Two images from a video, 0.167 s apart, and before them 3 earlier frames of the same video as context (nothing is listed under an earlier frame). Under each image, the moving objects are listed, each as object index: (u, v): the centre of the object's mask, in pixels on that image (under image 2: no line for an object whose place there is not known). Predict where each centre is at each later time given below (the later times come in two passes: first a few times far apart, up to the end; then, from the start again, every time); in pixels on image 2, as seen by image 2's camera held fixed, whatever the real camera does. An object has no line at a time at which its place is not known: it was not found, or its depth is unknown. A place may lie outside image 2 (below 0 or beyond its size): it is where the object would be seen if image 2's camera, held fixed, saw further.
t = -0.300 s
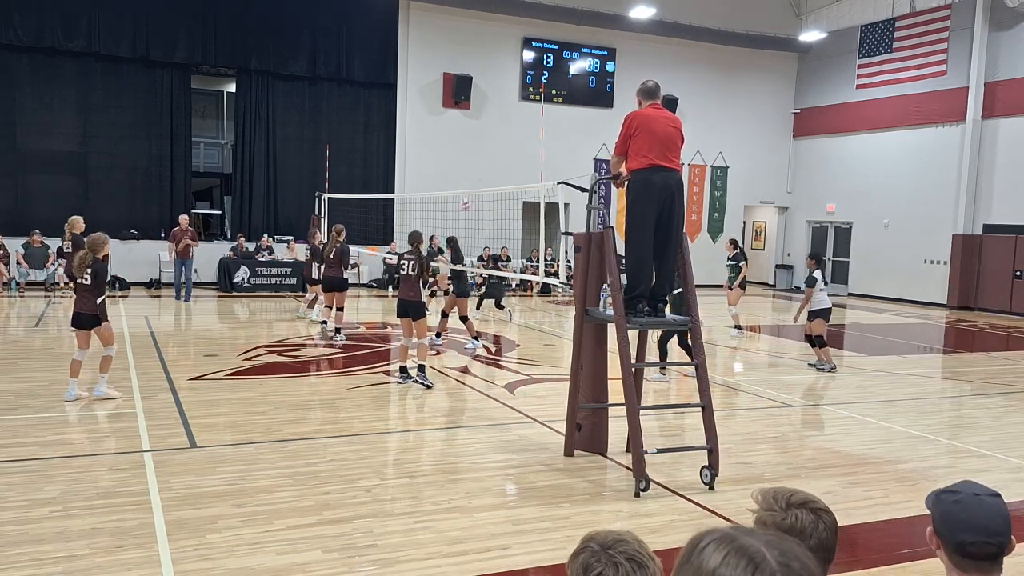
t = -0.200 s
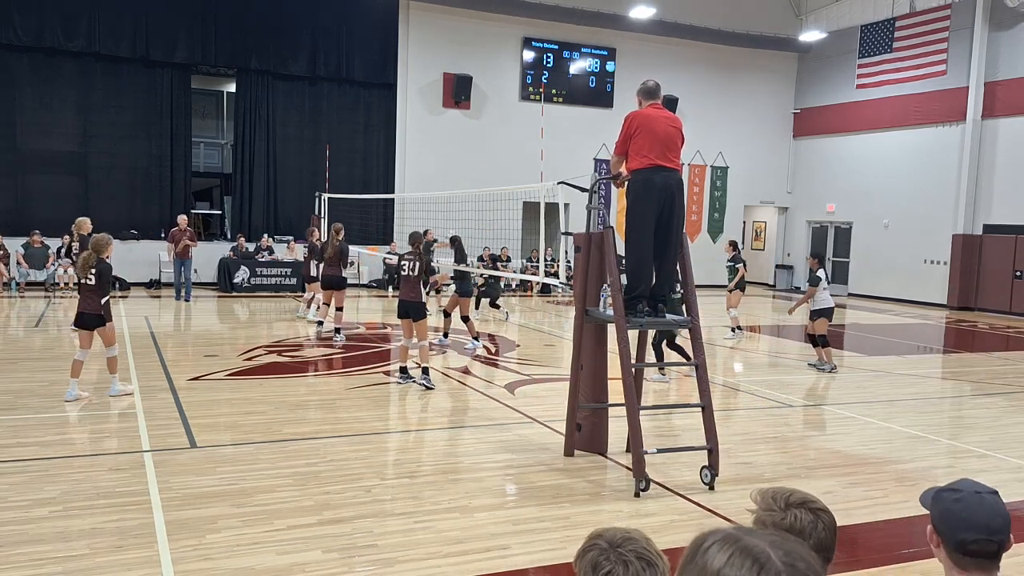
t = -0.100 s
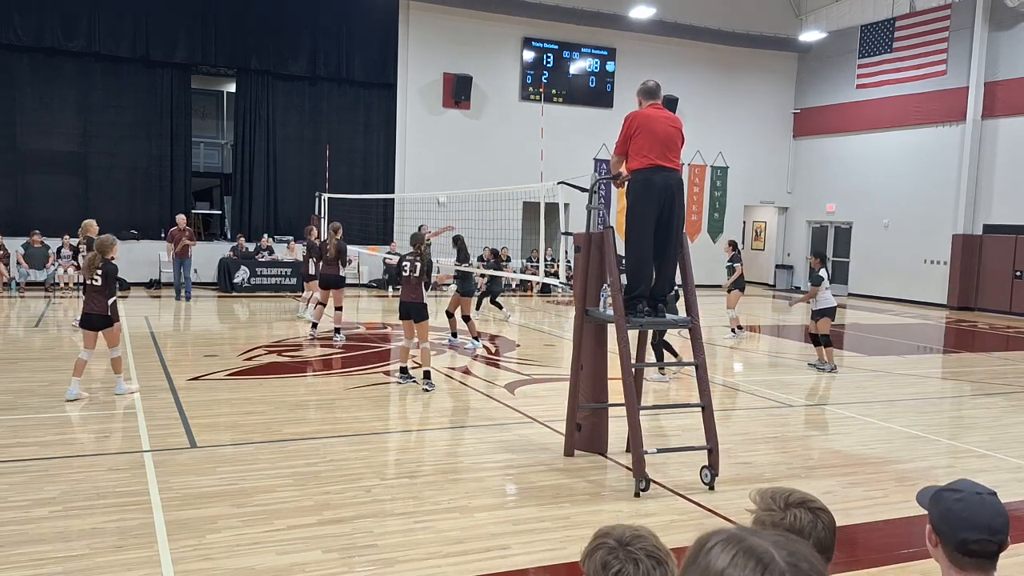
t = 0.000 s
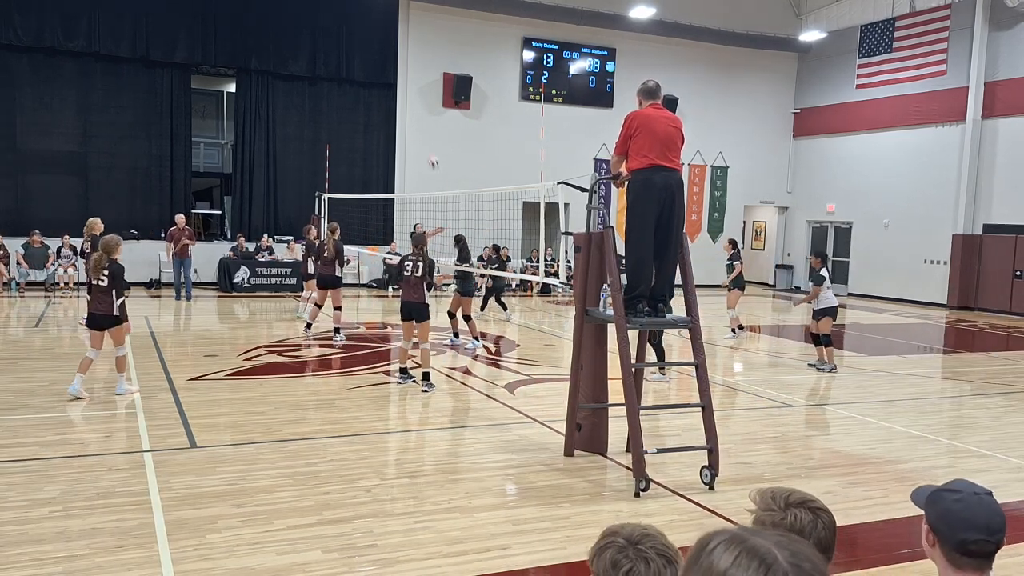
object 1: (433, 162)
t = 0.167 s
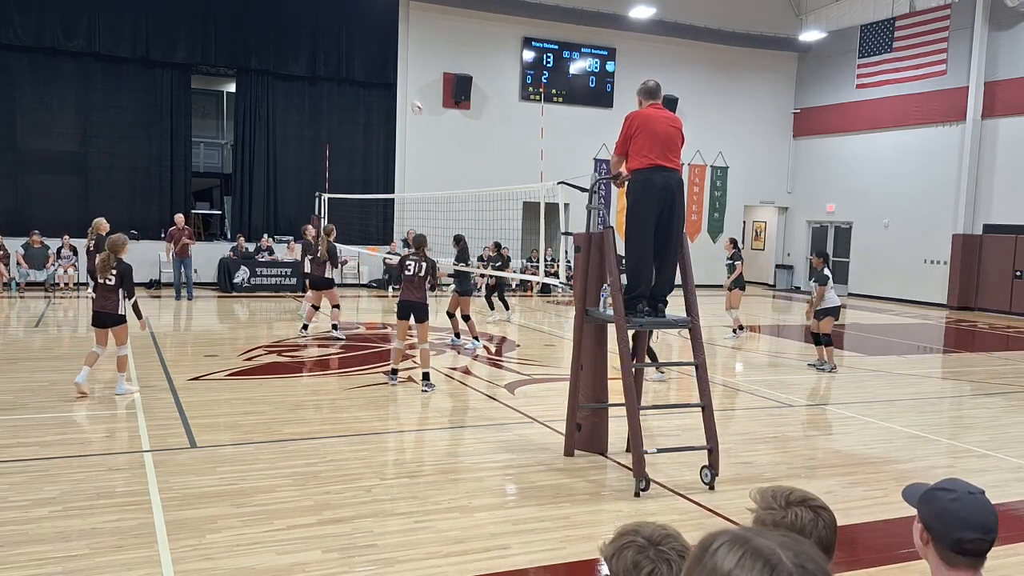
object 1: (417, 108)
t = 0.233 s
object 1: (411, 88)
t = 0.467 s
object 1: (383, 41)
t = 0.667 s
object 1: (358, 24)
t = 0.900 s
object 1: (323, 38)
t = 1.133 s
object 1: (285, 94)
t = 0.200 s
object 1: (414, 97)
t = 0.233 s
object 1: (411, 88)
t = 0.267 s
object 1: (407, 80)
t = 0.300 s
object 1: (402, 71)
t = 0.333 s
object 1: (399, 64)
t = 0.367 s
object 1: (394, 58)
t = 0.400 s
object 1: (391, 52)
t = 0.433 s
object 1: (388, 46)
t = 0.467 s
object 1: (383, 41)
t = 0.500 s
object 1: (380, 36)
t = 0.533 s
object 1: (375, 33)
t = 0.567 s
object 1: (371, 29)
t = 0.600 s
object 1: (366, 27)
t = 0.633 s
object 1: (362, 25)
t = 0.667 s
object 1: (358, 24)
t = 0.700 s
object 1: (353, 24)
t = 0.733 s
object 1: (348, 24)
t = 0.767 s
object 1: (343, 26)
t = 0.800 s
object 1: (339, 28)
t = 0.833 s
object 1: (334, 30)
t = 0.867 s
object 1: (328, 34)
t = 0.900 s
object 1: (323, 38)
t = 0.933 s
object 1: (318, 44)
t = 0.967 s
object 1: (313, 50)
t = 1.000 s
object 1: (307, 57)
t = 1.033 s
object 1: (302, 65)
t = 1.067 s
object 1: (297, 73)
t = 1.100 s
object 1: (291, 83)
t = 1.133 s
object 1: (285, 94)
